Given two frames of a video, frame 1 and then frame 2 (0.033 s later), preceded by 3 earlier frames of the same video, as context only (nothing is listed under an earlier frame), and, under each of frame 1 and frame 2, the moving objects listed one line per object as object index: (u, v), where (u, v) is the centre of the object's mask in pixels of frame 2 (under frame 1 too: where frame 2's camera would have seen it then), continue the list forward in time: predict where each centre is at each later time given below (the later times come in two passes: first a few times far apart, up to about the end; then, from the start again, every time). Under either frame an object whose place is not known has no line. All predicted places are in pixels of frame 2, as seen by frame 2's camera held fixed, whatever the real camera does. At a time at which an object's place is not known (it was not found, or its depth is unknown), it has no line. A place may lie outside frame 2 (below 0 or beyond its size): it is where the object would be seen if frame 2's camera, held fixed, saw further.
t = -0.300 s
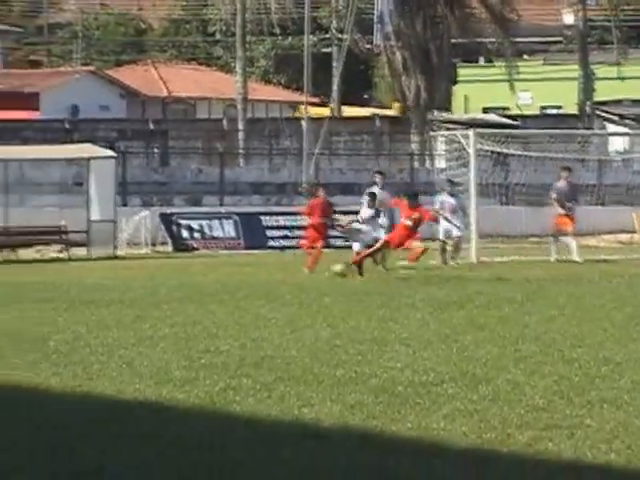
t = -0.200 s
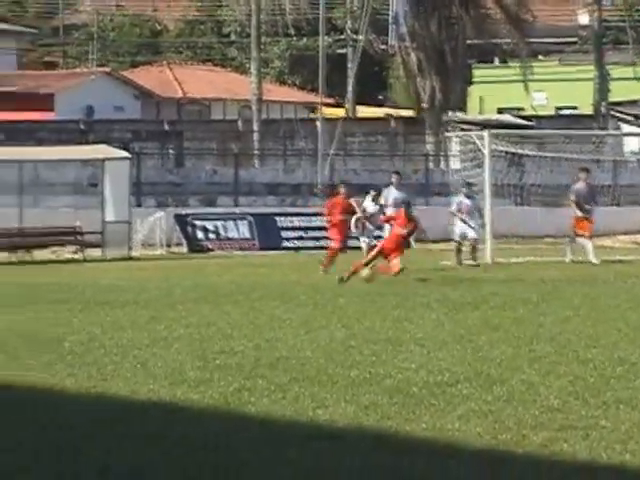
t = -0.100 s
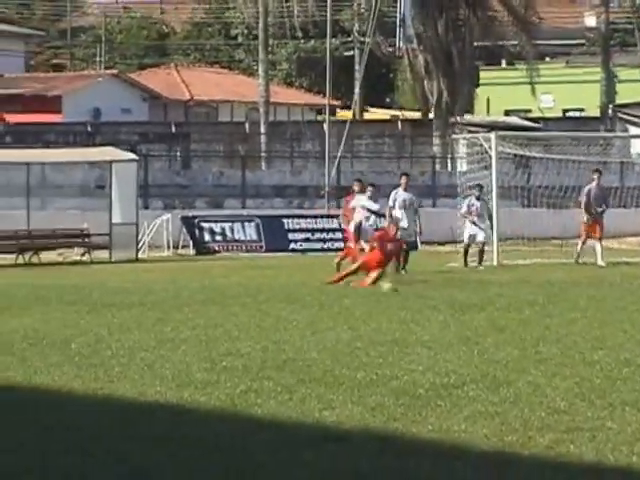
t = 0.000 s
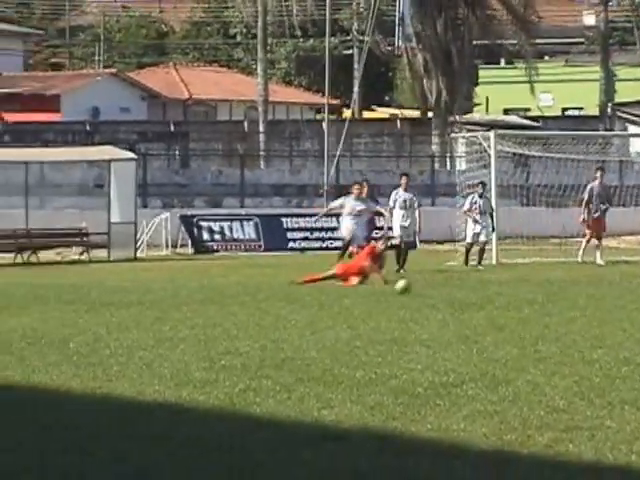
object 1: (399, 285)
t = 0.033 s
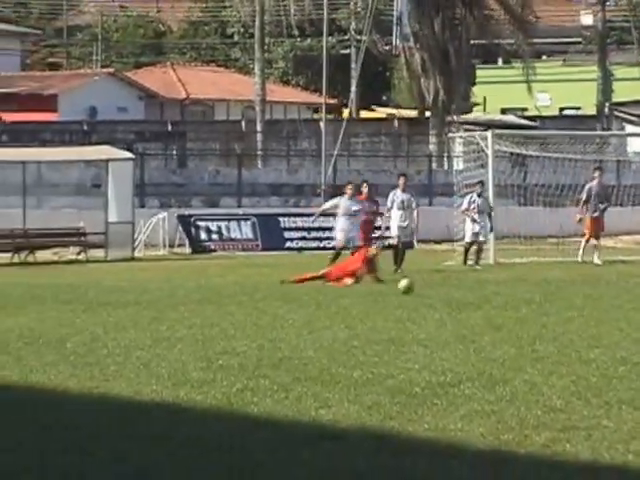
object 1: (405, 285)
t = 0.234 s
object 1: (441, 297)
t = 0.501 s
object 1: (490, 306)
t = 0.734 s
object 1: (538, 314)
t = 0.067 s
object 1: (411, 286)
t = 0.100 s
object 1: (417, 288)
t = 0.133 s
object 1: (423, 290)
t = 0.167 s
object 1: (429, 294)
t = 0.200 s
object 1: (435, 296)
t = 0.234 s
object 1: (441, 297)
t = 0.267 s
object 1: (447, 297)
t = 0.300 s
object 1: (453, 297)
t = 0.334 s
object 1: (458, 298)
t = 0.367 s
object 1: (464, 300)
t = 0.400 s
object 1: (470, 302)
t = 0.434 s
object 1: (478, 305)
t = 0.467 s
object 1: (483, 308)
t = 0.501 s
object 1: (490, 306)
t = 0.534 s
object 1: (496, 305)
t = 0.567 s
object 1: (502, 304)
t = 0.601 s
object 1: (509, 304)
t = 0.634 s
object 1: (516, 305)
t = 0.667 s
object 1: (523, 308)
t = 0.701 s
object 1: (531, 311)
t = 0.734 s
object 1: (538, 314)
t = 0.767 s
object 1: (545, 317)
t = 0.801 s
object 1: (552, 316)
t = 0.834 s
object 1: (559, 316)
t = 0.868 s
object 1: (566, 315)
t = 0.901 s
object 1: (574, 316)
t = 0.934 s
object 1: (582, 318)
